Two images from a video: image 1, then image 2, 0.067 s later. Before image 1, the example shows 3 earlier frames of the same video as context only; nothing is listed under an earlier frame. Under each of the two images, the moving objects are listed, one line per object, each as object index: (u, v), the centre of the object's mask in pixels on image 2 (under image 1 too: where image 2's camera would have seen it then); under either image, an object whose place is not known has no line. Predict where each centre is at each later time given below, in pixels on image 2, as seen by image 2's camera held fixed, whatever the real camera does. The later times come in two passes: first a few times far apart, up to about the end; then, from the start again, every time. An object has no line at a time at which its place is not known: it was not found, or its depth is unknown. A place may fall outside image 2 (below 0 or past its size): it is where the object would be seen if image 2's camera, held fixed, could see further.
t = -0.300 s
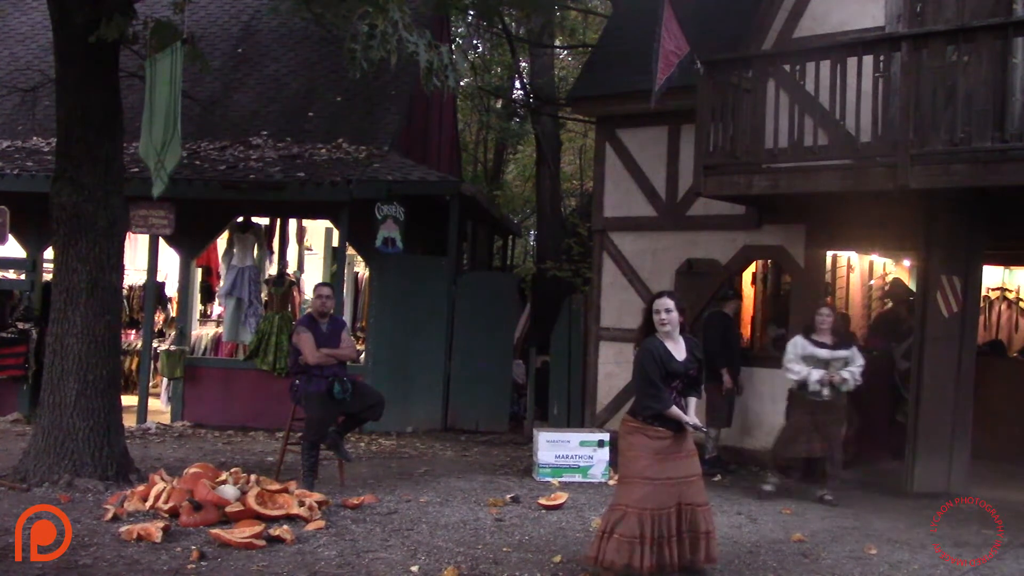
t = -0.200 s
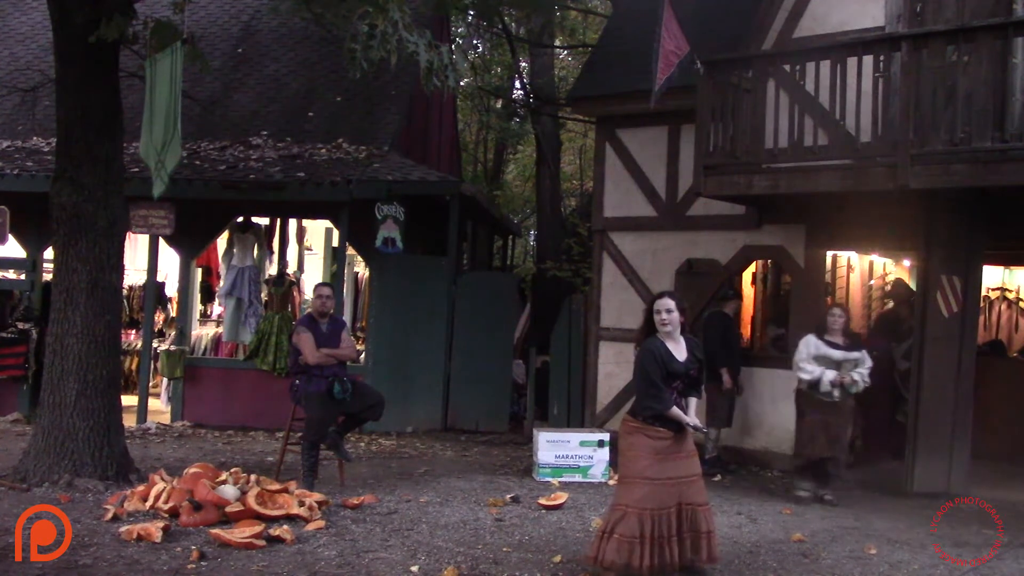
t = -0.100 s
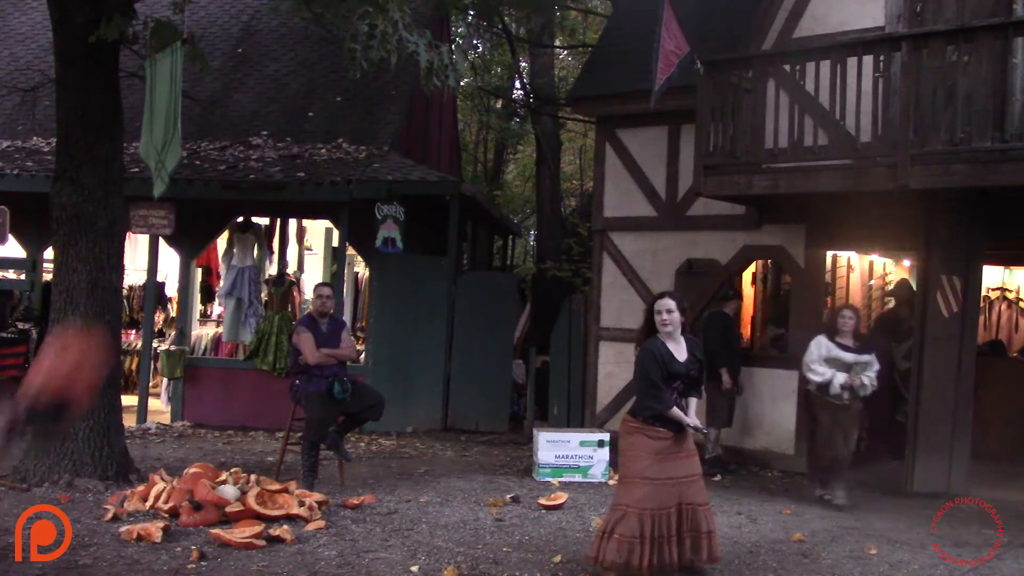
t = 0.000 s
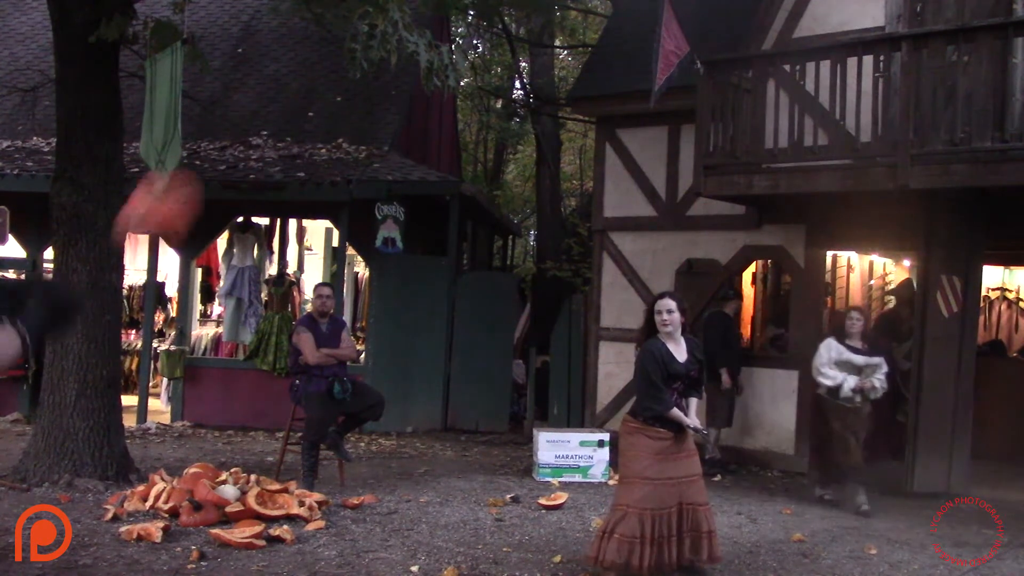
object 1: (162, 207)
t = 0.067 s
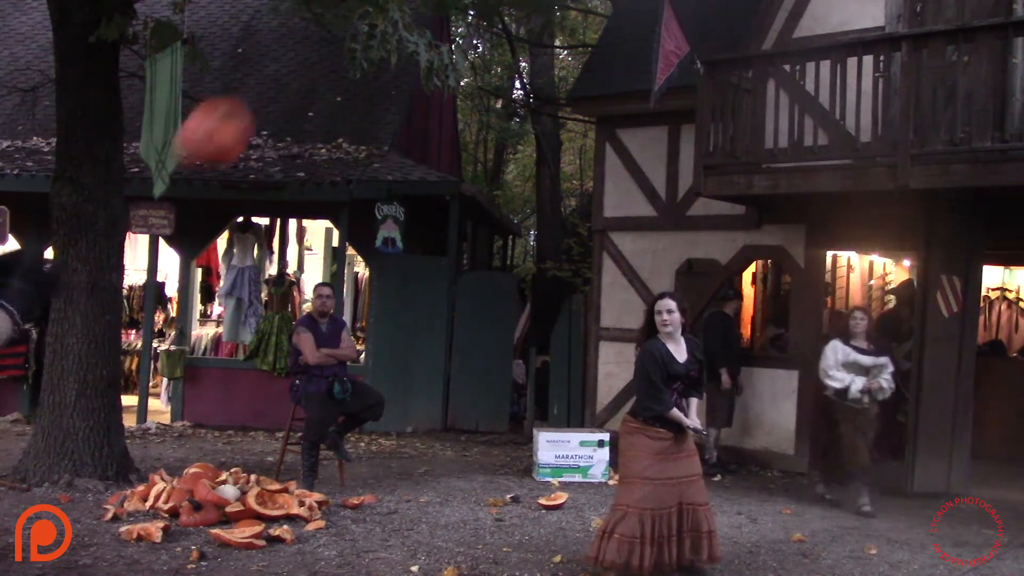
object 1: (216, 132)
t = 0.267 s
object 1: (345, 32)
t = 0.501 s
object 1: (457, 89)
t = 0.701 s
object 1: (528, 250)
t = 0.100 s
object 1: (239, 105)
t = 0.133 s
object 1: (263, 81)
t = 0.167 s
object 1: (286, 61)
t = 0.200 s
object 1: (307, 47)
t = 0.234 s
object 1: (327, 39)
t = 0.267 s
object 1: (345, 32)
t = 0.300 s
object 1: (364, 30)
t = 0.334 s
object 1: (382, 32)
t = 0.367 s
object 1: (399, 37)
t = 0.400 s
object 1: (415, 46)
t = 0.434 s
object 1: (429, 57)
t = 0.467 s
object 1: (443, 70)
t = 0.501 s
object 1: (457, 89)
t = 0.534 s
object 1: (470, 110)
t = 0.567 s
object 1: (483, 133)
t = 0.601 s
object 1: (494, 158)
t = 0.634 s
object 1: (505, 185)
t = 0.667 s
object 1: (516, 215)
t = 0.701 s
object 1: (528, 250)
